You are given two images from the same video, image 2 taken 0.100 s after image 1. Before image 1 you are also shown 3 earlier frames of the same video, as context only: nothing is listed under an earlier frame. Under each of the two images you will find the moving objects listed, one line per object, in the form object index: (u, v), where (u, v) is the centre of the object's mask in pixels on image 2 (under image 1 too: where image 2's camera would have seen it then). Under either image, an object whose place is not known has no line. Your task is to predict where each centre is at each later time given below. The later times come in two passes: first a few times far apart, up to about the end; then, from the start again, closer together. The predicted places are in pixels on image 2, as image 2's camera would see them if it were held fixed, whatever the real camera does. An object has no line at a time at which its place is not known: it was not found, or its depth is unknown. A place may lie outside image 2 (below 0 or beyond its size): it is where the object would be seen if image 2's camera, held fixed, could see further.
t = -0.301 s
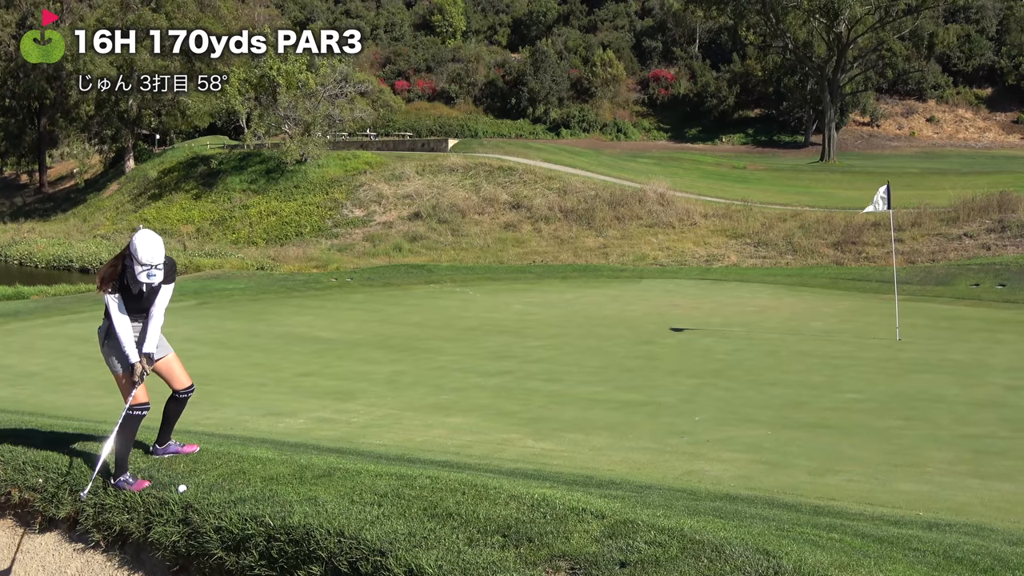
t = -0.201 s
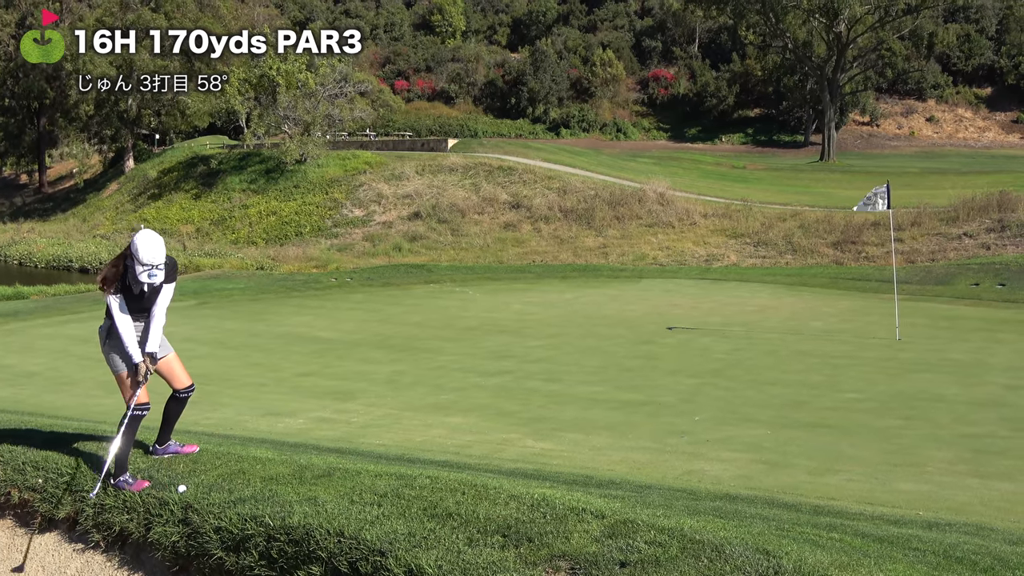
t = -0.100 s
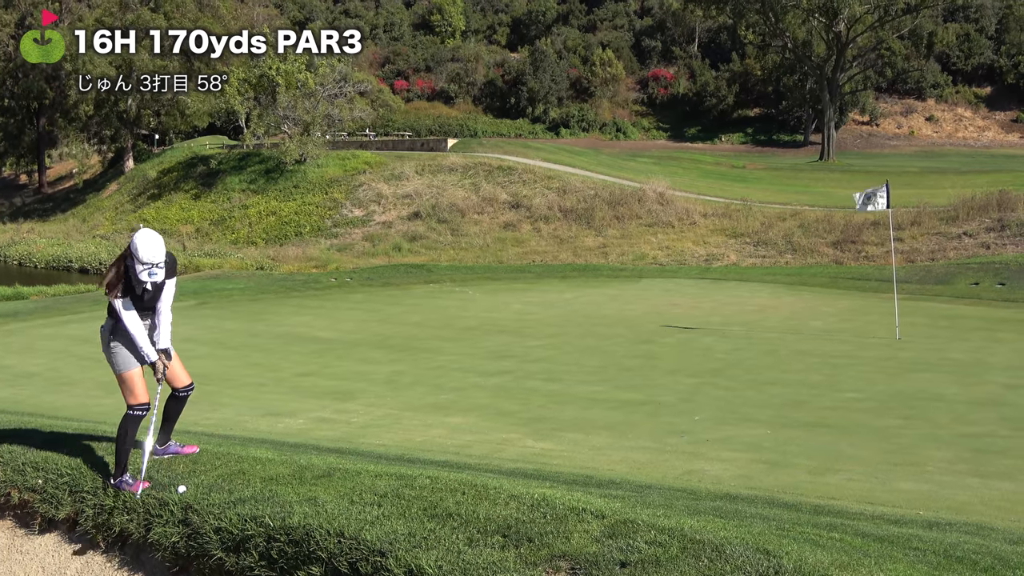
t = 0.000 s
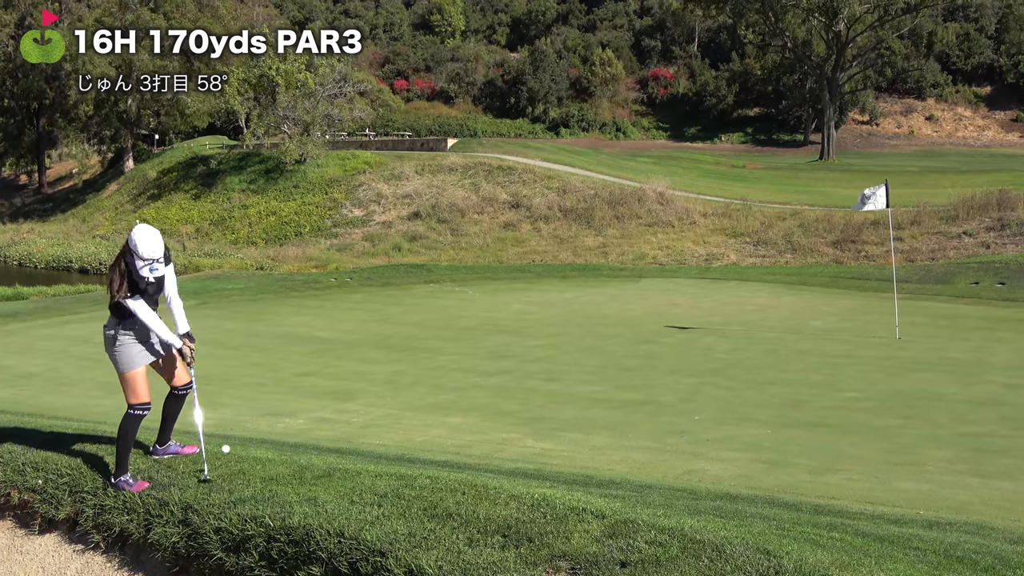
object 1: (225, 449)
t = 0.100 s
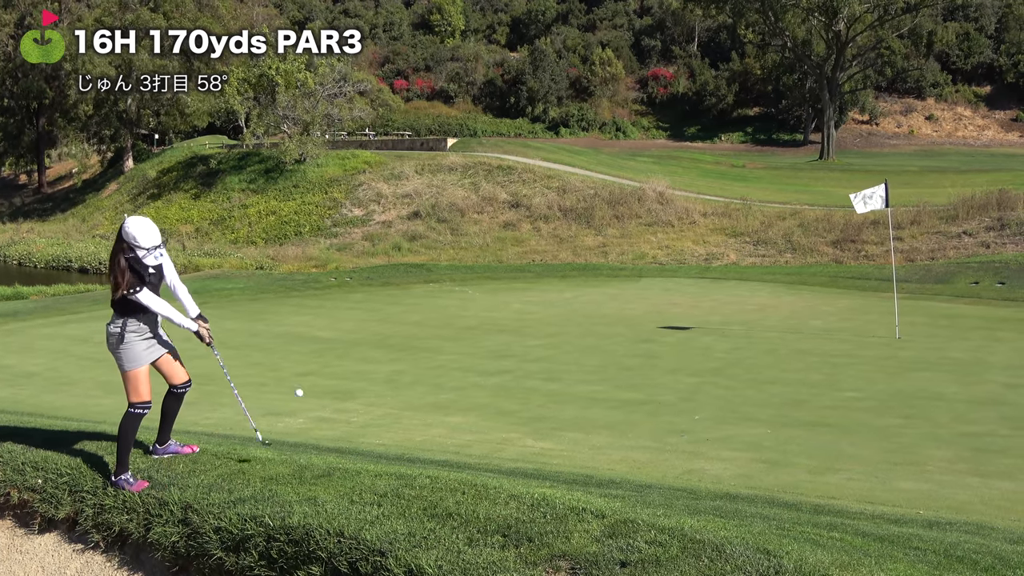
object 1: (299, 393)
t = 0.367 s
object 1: (462, 339)
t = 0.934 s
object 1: (664, 419)
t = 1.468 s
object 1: (729, 410)
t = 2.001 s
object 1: (768, 391)
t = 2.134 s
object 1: (775, 386)
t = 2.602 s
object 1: (791, 373)
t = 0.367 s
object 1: (462, 339)
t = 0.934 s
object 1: (664, 419)
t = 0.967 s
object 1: (669, 418)
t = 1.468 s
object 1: (729, 410)
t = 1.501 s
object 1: (733, 408)
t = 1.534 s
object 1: (735, 407)
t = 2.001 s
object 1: (768, 391)
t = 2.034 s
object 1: (770, 389)
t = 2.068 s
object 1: (771, 388)
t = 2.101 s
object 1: (773, 387)
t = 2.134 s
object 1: (775, 386)
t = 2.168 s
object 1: (776, 385)
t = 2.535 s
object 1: (789, 375)
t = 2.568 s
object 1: (790, 374)
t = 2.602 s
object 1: (791, 373)
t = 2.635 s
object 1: (792, 372)
